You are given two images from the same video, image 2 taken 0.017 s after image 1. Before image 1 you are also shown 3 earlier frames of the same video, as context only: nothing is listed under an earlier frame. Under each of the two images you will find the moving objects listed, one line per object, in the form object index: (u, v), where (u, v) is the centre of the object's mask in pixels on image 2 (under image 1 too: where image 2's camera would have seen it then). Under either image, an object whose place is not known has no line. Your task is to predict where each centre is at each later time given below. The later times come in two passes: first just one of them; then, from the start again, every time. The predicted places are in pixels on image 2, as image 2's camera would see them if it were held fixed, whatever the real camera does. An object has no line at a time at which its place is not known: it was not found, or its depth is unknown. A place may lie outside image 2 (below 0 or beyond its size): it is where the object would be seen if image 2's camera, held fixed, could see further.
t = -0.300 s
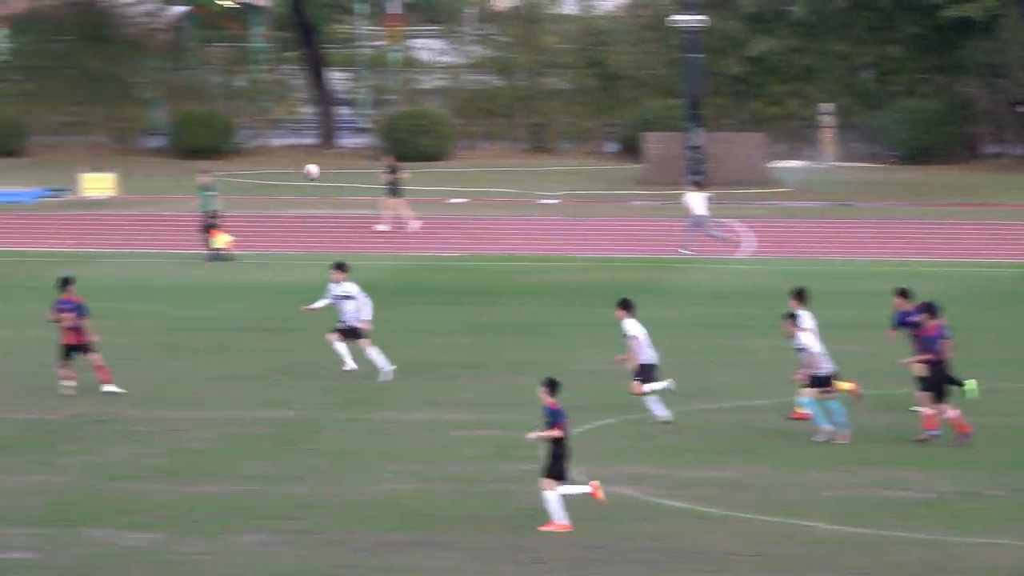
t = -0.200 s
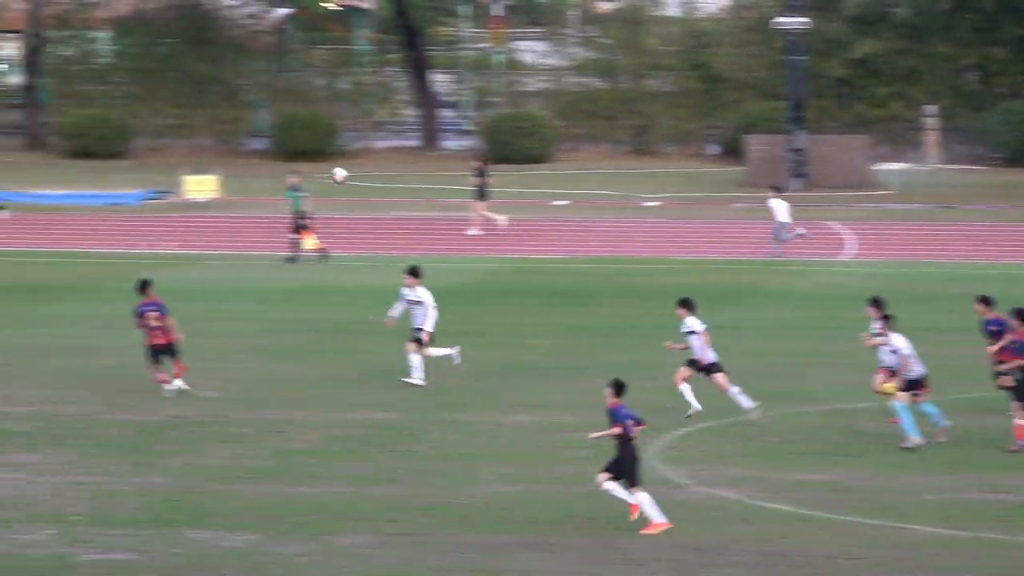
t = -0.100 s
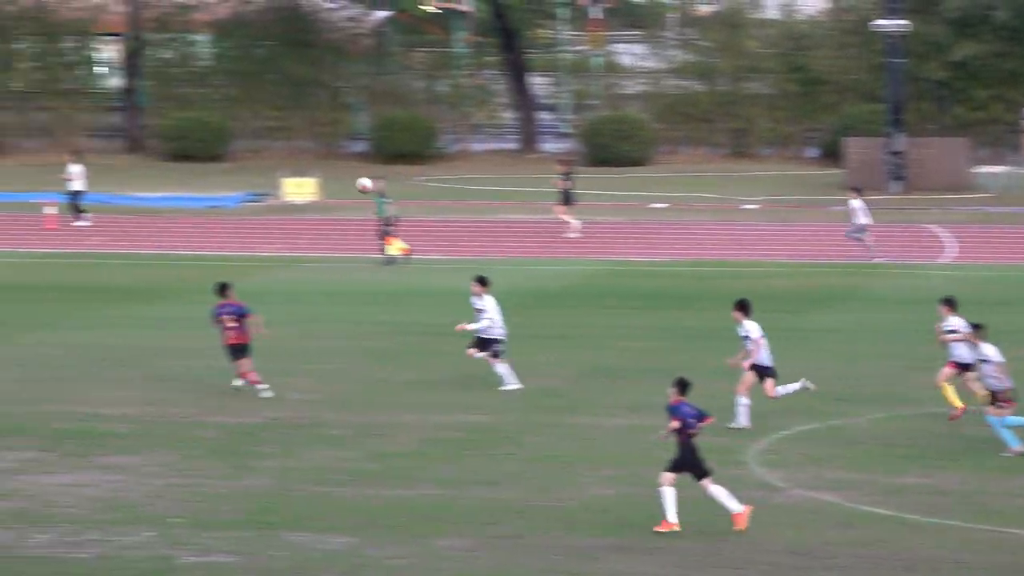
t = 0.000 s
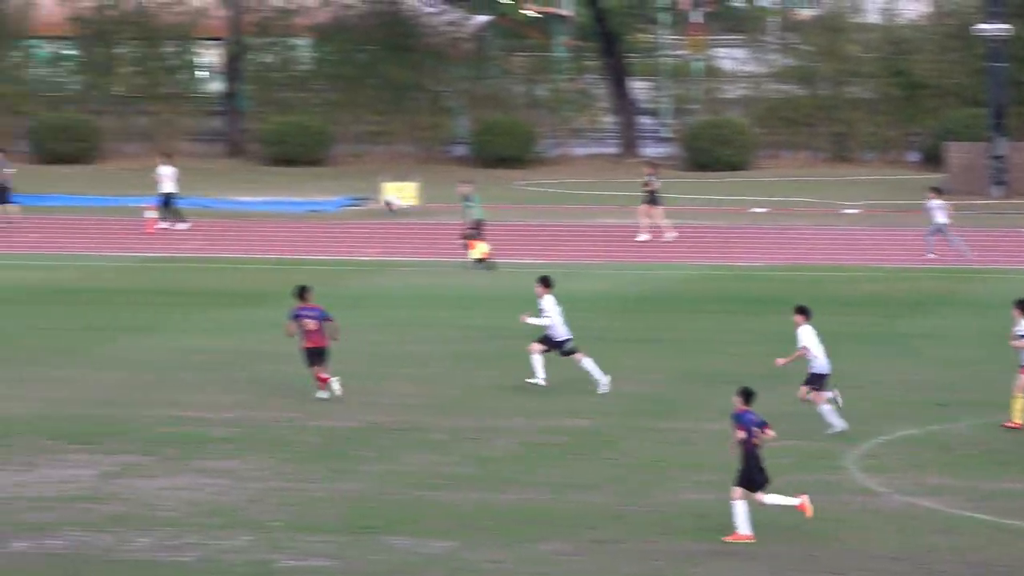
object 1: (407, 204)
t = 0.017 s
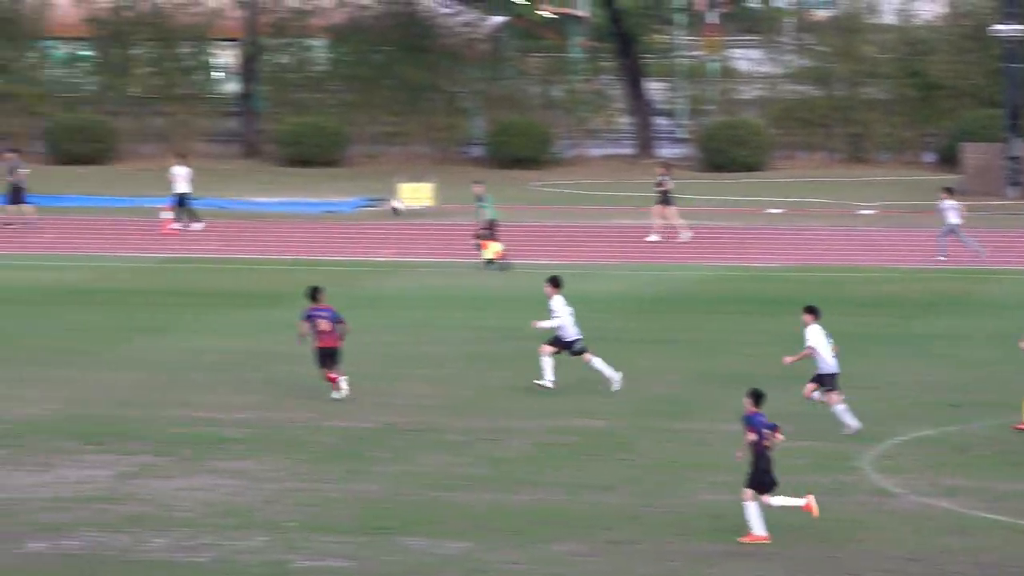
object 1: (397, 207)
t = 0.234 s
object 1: (250, 258)
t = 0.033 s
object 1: (386, 209)
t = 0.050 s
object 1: (374, 212)
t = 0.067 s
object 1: (362, 216)
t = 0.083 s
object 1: (351, 219)
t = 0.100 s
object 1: (340, 222)
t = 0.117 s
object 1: (328, 227)
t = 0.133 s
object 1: (317, 230)
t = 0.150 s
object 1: (306, 235)
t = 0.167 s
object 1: (295, 239)
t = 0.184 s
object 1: (283, 244)
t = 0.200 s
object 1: (272, 248)
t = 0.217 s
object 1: (262, 253)
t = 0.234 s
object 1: (250, 258)
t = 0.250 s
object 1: (239, 262)
